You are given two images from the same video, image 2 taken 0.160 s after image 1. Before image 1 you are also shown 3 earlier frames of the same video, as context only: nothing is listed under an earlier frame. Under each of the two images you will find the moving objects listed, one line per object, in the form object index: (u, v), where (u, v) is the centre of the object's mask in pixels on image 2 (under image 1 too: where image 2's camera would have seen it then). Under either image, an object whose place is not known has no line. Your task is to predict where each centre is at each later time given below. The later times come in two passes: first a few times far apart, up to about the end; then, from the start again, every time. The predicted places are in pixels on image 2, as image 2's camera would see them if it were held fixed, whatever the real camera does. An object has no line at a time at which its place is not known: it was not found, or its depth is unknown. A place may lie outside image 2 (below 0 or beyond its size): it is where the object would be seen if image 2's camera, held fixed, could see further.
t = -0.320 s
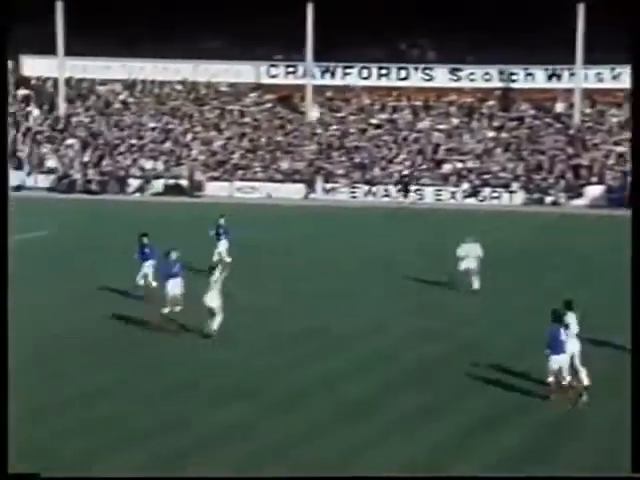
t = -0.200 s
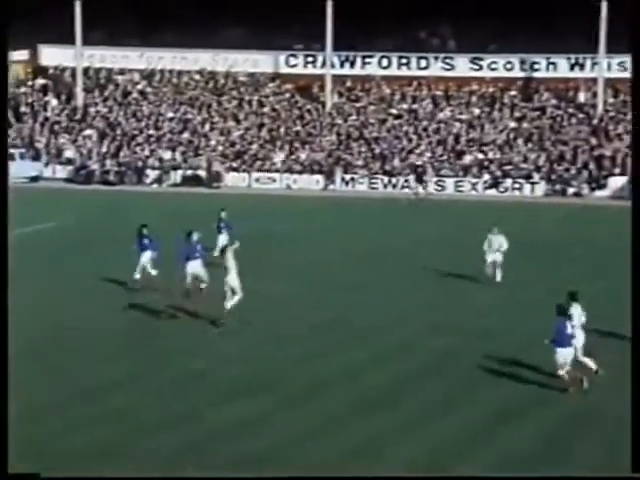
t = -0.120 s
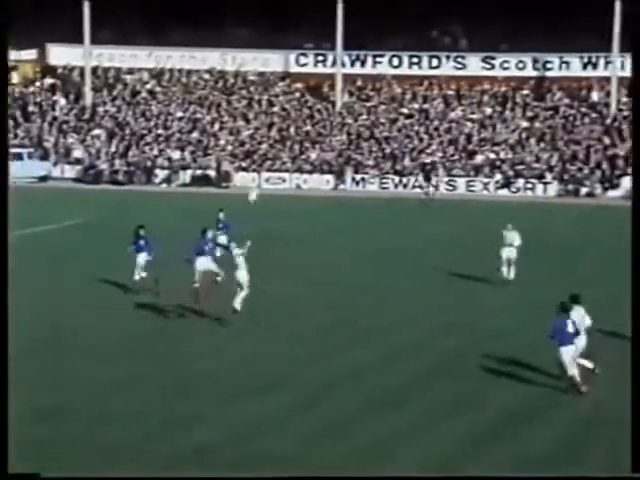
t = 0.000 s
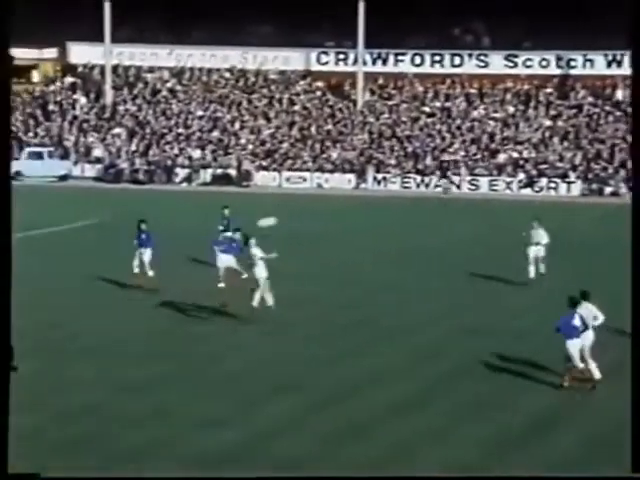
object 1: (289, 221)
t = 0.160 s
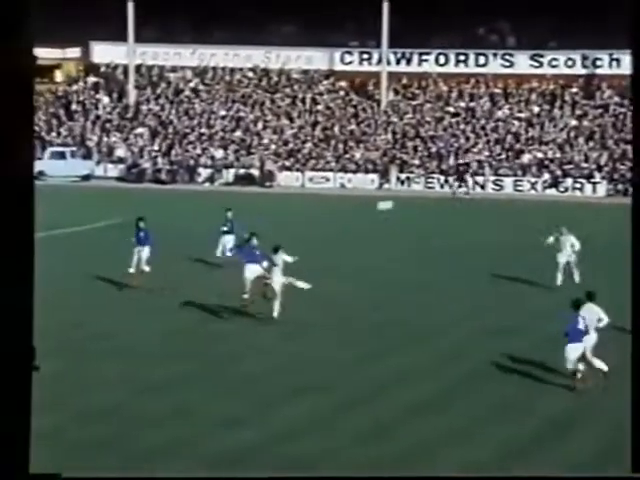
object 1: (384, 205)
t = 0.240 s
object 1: (431, 203)
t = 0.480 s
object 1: (577, 214)
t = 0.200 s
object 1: (408, 204)
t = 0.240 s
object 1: (431, 203)
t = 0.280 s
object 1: (453, 202)
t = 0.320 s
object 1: (476, 204)
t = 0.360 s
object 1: (501, 205)
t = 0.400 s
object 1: (525, 206)
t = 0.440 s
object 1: (549, 210)
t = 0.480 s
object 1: (577, 214)
